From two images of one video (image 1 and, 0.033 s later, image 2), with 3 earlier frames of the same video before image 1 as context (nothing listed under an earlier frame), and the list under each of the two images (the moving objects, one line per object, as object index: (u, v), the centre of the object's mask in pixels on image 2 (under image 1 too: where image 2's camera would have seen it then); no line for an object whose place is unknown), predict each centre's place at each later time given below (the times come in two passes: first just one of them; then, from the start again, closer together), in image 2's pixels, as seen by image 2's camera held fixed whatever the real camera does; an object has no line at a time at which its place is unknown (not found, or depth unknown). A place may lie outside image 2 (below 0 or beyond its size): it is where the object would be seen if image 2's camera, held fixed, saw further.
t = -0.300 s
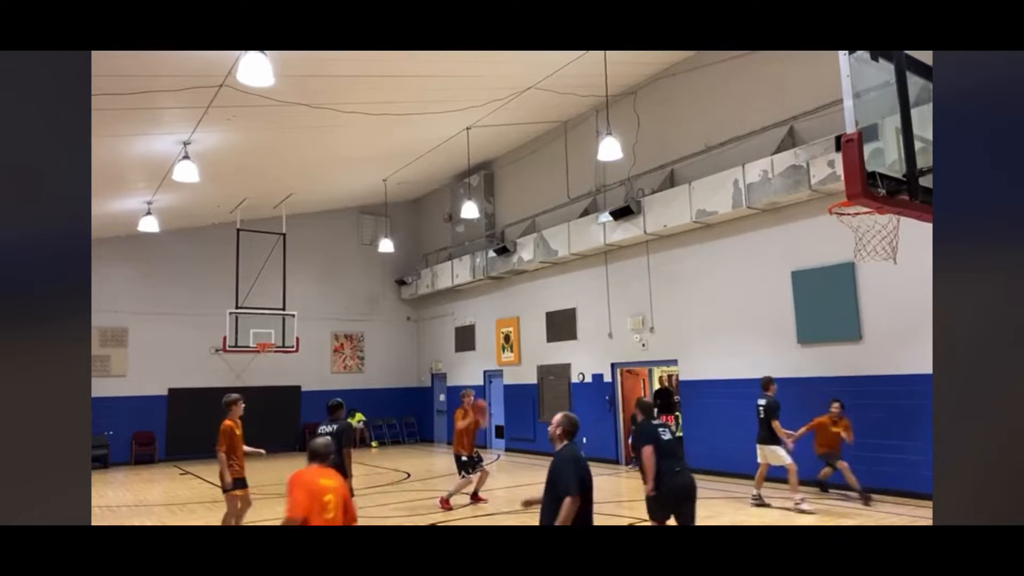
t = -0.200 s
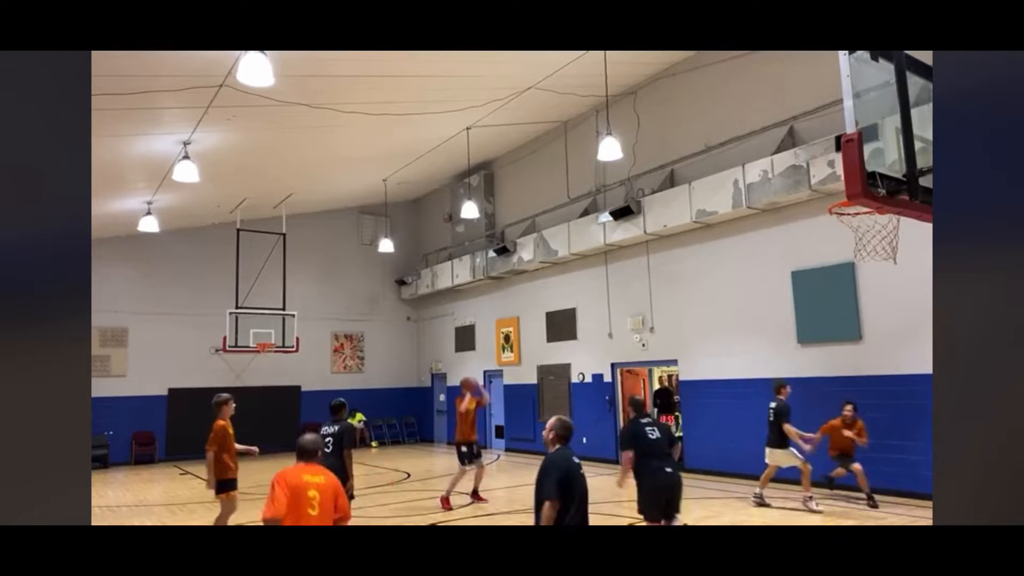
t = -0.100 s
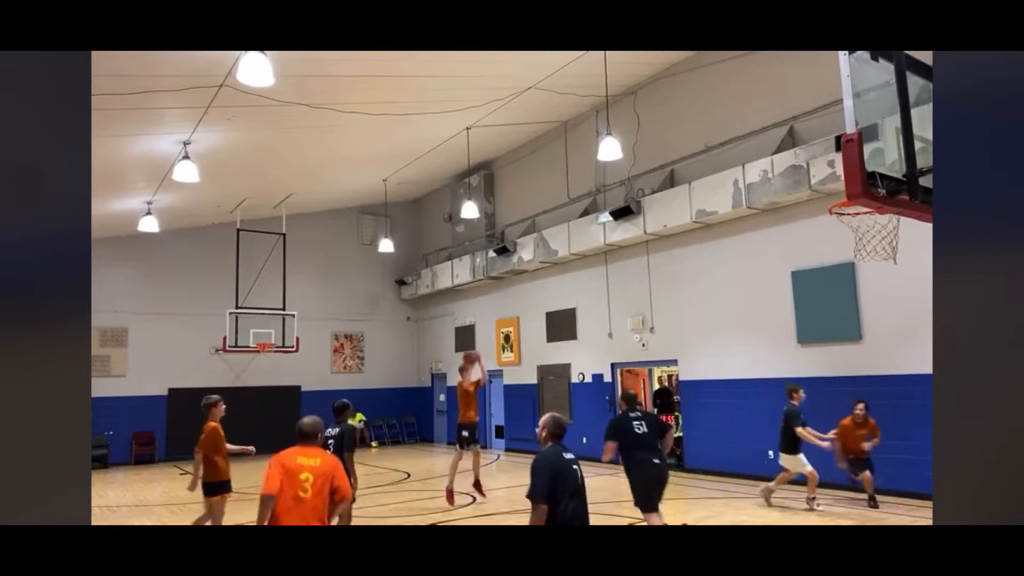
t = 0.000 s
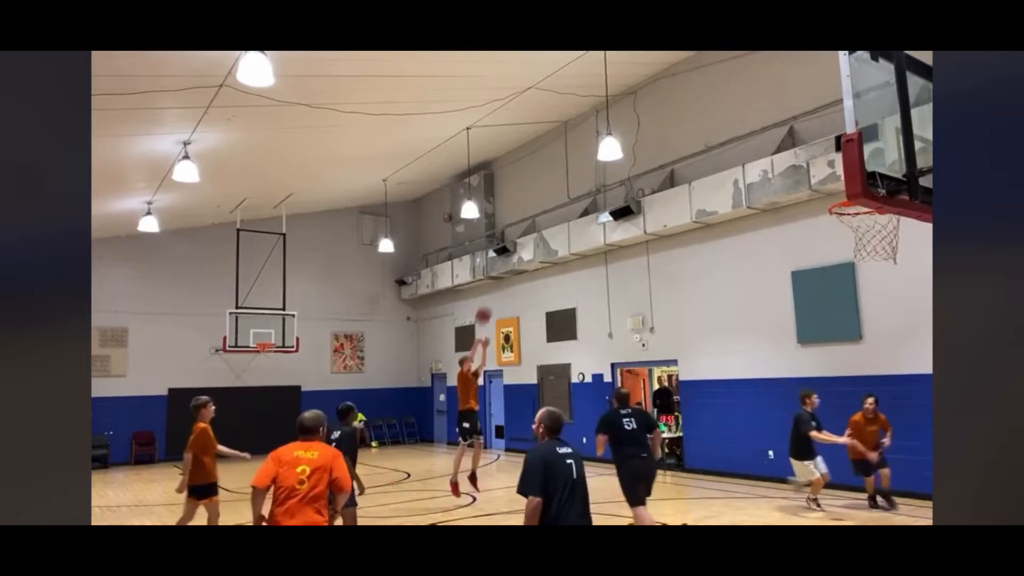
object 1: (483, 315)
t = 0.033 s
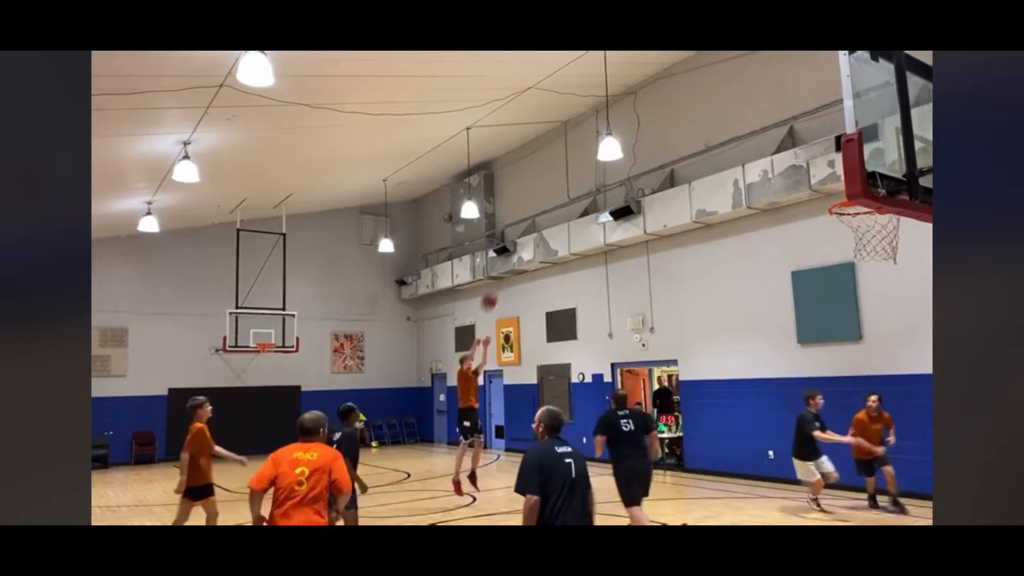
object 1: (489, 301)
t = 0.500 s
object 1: (588, 153)
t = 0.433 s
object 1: (572, 168)
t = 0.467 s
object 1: (580, 160)
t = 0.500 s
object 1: (588, 153)
